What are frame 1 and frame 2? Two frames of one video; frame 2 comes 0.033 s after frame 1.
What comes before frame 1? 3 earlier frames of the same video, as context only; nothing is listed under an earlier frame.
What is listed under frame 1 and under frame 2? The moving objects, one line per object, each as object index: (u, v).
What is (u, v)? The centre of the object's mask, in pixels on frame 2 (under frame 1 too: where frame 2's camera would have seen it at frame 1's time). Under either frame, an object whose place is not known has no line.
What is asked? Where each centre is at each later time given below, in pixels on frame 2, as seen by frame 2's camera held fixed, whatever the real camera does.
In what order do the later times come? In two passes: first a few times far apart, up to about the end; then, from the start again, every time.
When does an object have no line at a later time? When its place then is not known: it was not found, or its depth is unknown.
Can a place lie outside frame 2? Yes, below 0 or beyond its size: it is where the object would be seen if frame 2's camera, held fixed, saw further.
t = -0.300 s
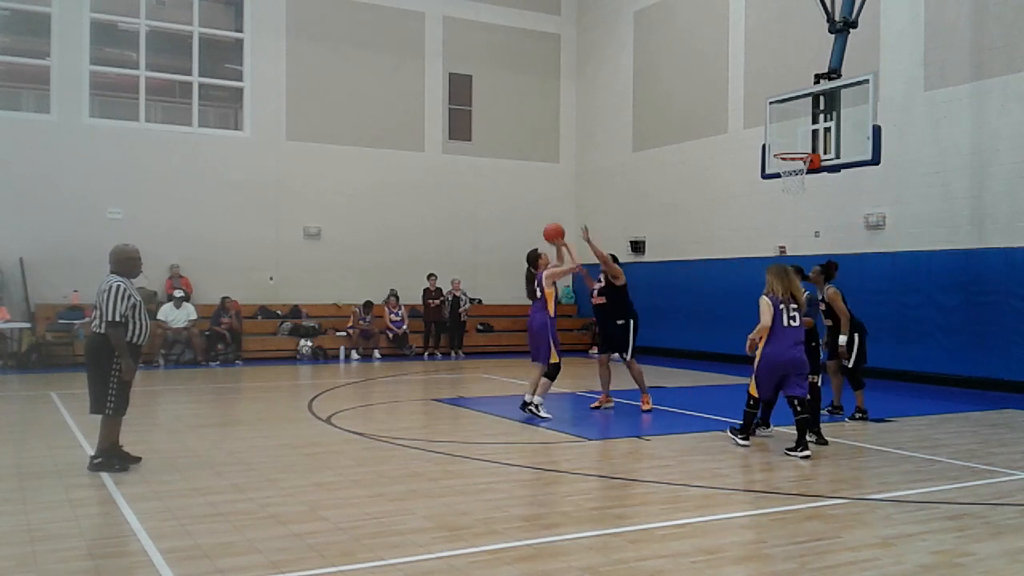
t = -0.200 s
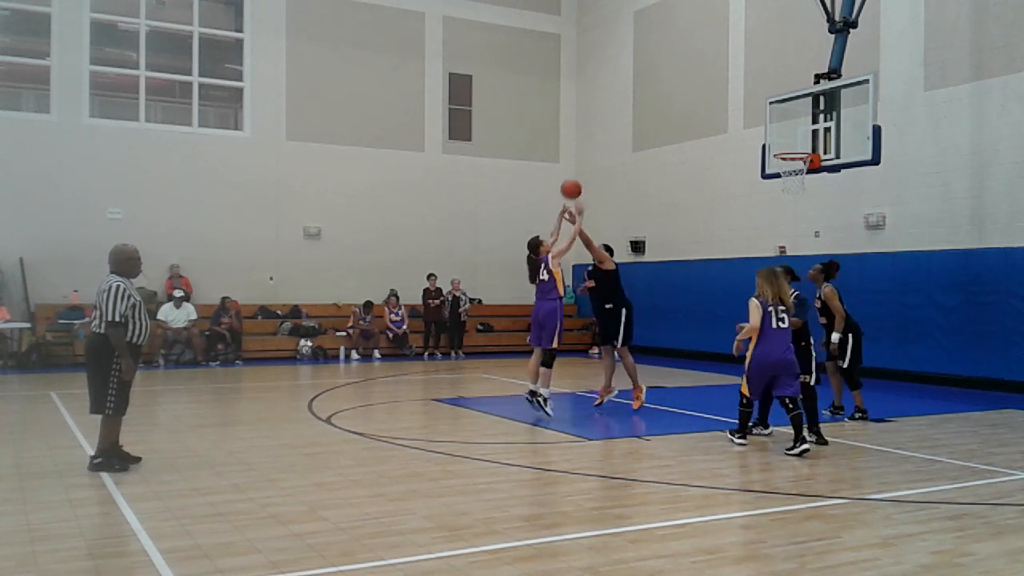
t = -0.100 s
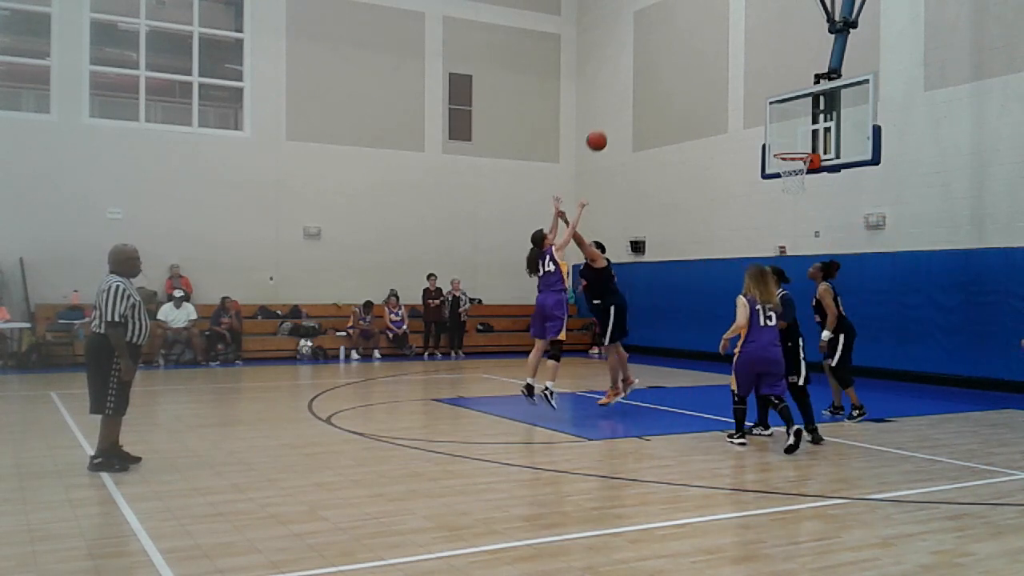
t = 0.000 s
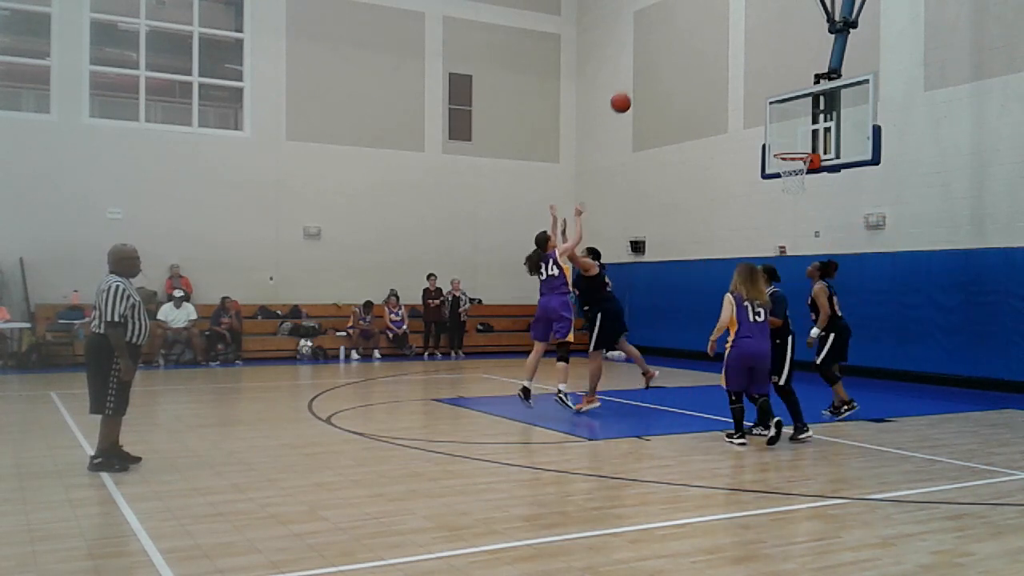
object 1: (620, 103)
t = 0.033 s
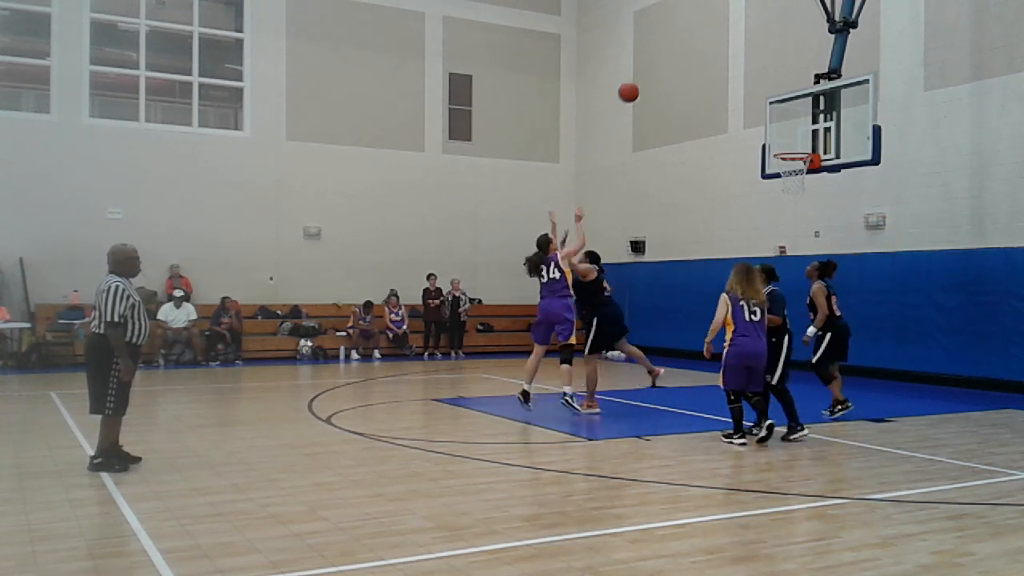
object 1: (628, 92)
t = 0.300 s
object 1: (686, 45)
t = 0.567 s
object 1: (737, 57)
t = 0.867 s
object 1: (788, 133)
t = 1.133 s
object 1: (768, 165)
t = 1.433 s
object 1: (727, 233)
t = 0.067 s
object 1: (636, 83)
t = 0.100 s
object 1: (643, 74)
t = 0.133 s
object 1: (651, 67)
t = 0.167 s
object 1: (658, 61)
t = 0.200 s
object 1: (665, 55)
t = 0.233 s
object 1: (672, 51)
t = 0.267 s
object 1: (679, 48)
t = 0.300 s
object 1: (686, 45)
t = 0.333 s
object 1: (693, 44)
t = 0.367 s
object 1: (699, 43)
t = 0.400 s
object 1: (706, 43)
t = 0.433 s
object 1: (712, 44)
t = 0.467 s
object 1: (719, 46)
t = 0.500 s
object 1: (725, 49)
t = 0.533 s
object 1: (731, 53)
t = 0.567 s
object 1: (737, 57)
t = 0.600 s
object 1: (743, 63)
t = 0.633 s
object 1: (749, 69)
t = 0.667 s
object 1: (755, 76)
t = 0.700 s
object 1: (761, 84)
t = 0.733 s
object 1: (766, 92)
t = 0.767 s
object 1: (772, 101)
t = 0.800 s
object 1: (777, 111)
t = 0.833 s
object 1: (782, 122)
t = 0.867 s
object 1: (788, 133)
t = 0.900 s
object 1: (793, 145)
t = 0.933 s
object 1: (795, 155)
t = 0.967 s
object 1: (792, 155)
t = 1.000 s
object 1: (787, 155)
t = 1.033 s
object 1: (782, 157)
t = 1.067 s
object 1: (777, 159)
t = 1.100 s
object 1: (770, 162)
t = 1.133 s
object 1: (768, 165)
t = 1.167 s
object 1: (763, 170)
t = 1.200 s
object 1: (759, 175)
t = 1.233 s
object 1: (754, 181)
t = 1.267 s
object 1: (749, 188)
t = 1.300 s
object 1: (745, 195)
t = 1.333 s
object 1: (740, 204)
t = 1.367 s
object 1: (736, 213)
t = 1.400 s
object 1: (731, 223)
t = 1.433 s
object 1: (727, 233)
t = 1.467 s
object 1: (723, 244)
